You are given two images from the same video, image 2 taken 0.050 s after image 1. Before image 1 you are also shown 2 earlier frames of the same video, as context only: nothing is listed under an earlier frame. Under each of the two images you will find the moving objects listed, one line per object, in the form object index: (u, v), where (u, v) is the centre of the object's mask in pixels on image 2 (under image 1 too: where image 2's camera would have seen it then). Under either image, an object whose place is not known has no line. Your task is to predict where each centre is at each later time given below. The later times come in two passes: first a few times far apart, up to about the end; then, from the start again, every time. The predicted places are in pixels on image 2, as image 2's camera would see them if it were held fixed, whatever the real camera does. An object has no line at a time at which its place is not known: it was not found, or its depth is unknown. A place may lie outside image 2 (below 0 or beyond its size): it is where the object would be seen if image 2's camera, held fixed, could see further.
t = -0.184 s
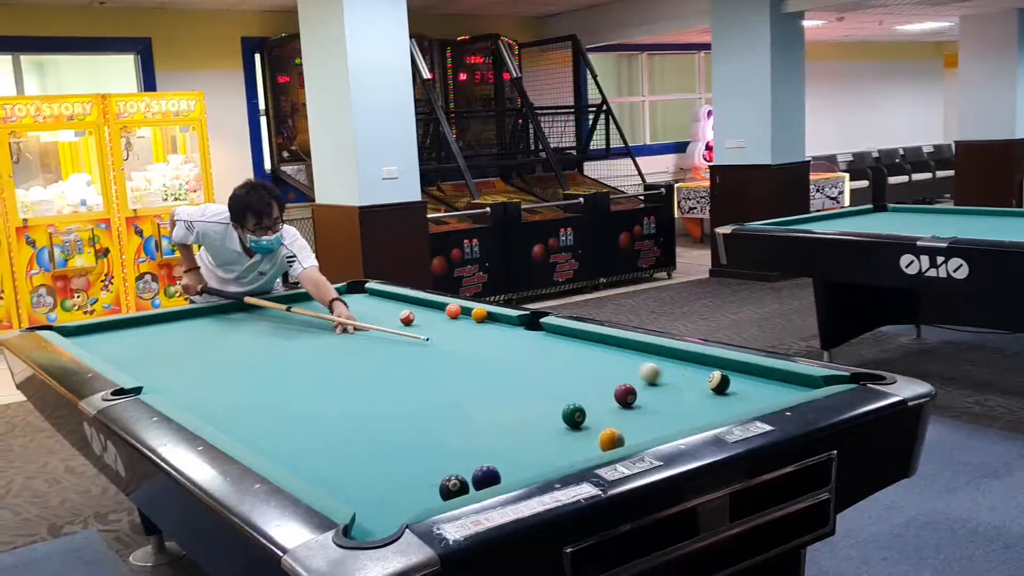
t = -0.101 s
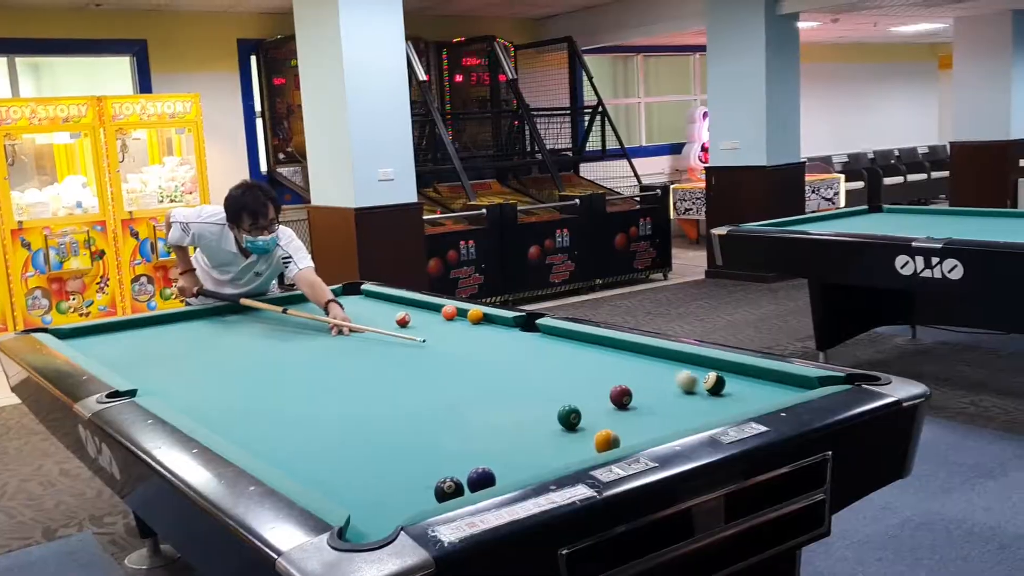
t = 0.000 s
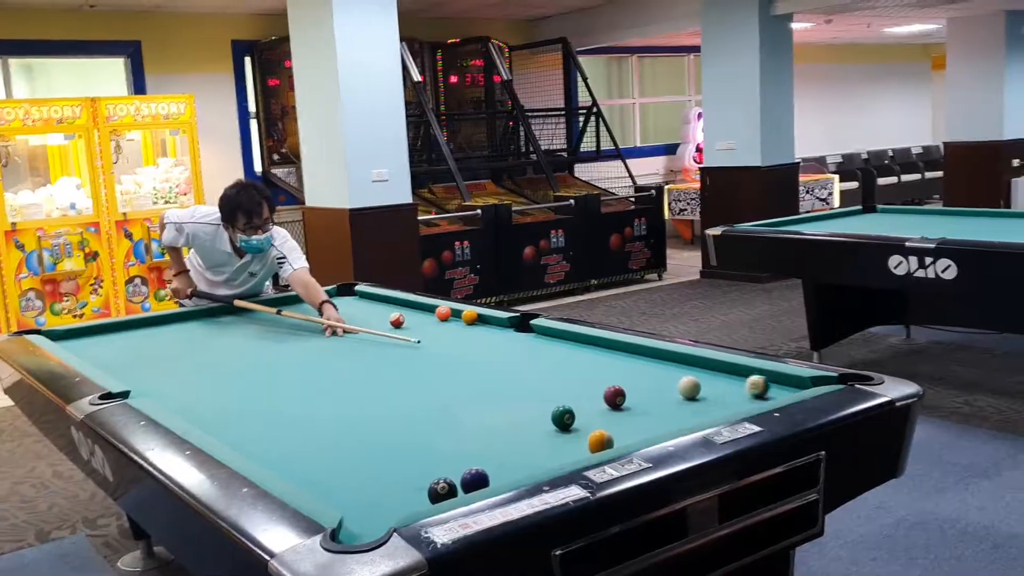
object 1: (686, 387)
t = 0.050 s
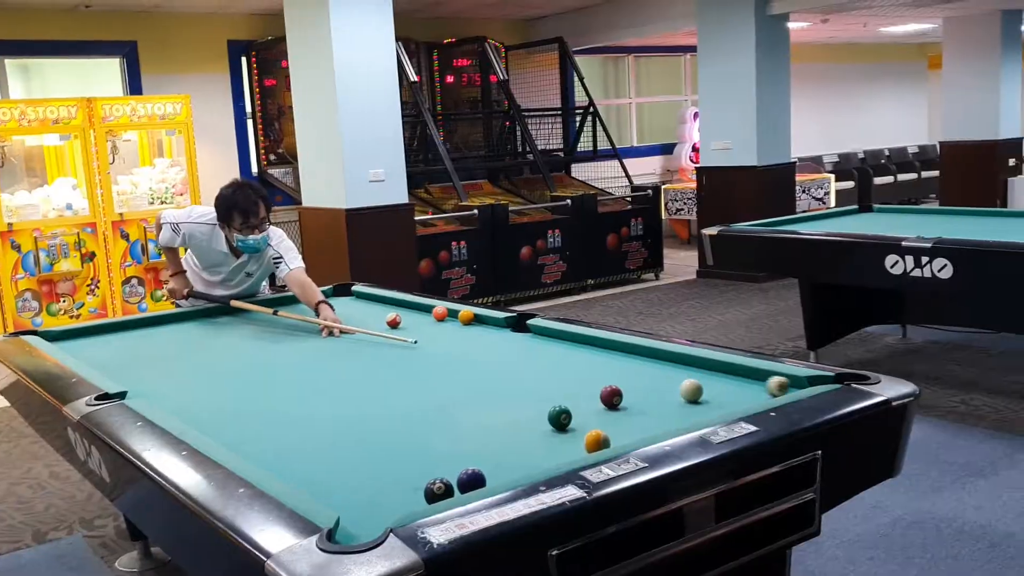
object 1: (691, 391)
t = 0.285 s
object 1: (720, 404)
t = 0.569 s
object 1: (706, 408)
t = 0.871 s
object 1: (670, 406)
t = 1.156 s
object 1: (638, 404)
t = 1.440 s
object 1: (613, 403)
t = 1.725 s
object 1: (596, 404)
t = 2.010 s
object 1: (581, 405)
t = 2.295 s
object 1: (572, 404)
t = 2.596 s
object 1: (562, 402)
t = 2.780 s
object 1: (557, 402)
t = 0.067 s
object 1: (693, 392)
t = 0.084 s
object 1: (696, 393)
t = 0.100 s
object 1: (698, 394)
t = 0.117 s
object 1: (700, 395)
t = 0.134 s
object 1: (702, 396)
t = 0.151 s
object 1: (704, 397)
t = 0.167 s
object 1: (706, 398)
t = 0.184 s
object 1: (708, 399)
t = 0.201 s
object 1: (710, 400)
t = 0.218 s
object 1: (712, 401)
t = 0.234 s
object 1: (714, 402)
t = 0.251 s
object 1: (716, 403)
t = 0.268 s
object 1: (718, 403)
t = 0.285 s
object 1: (720, 404)
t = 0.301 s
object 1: (722, 404)
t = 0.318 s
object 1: (724, 405)
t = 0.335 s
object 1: (726, 405)
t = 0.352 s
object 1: (728, 405)
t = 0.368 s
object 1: (730, 406)
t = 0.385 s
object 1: (730, 406)
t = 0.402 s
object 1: (727, 406)
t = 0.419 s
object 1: (725, 406)
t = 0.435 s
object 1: (723, 406)
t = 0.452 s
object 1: (721, 406)
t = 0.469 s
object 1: (718, 407)
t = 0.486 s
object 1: (716, 407)
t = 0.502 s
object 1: (715, 407)
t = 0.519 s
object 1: (712, 407)
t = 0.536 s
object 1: (710, 407)
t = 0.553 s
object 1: (707, 408)
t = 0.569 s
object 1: (706, 408)
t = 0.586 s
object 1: (704, 408)
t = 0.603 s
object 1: (701, 408)
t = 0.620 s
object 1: (700, 408)
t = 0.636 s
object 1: (697, 408)
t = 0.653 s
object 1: (695, 408)
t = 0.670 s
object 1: (693, 408)
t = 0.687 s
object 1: (691, 408)
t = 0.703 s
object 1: (689, 408)
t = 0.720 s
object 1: (687, 408)
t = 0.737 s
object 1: (685, 408)
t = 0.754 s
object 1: (683, 407)
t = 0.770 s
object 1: (681, 407)
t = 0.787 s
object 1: (679, 407)
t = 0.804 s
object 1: (677, 407)
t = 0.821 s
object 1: (675, 407)
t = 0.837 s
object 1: (674, 406)
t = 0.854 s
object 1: (672, 406)
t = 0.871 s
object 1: (670, 406)
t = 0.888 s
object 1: (668, 406)
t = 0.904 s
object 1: (666, 406)
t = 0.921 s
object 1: (664, 406)
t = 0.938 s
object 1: (662, 406)
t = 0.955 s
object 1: (660, 405)
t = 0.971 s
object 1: (658, 405)
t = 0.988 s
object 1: (656, 405)
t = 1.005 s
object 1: (655, 405)
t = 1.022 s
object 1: (653, 405)
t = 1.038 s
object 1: (651, 405)
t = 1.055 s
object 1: (649, 405)
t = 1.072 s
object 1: (647, 404)
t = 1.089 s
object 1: (645, 404)
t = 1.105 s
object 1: (644, 404)
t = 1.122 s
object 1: (642, 404)
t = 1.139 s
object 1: (640, 404)
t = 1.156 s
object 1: (638, 404)
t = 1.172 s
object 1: (637, 404)
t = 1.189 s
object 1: (635, 403)
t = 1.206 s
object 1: (633, 403)
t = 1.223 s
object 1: (631, 403)
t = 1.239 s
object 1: (630, 403)
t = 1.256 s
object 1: (628, 403)
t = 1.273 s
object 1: (627, 403)
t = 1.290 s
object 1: (625, 403)
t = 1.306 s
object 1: (623, 402)
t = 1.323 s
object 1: (622, 402)
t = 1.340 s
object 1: (620, 402)
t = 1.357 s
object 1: (619, 402)
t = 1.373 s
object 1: (618, 403)
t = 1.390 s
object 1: (617, 402)
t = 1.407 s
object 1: (615, 402)
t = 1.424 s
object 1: (614, 403)
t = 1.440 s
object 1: (613, 403)
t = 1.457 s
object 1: (612, 403)
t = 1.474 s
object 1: (611, 403)
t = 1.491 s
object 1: (610, 403)
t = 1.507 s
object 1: (609, 403)
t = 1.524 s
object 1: (608, 403)
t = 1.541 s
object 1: (607, 403)
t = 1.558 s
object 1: (606, 403)
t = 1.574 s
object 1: (605, 403)
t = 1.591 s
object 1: (604, 403)
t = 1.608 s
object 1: (603, 403)
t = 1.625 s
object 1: (602, 403)
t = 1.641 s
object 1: (601, 403)
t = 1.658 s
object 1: (600, 403)
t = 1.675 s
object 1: (599, 404)
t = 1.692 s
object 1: (598, 404)
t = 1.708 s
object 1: (597, 404)
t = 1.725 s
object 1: (596, 404)
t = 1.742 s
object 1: (595, 404)
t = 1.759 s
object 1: (594, 404)
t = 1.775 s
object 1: (593, 404)
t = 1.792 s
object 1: (592, 404)
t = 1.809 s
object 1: (591, 404)
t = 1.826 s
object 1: (590, 404)
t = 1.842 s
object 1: (589, 405)
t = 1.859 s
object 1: (588, 405)
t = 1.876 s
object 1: (588, 405)
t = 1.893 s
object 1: (587, 405)
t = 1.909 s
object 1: (586, 405)
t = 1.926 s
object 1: (585, 405)
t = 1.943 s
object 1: (584, 405)
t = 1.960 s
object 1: (584, 405)
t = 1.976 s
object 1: (583, 405)
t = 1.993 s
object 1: (582, 405)
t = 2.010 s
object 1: (581, 405)
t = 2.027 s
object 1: (581, 405)
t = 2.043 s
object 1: (580, 405)
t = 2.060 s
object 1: (579, 405)
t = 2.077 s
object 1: (579, 405)
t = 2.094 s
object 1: (578, 405)
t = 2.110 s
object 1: (577, 405)
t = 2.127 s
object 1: (577, 405)
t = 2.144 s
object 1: (577, 405)
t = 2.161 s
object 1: (576, 405)
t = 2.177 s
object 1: (575, 405)
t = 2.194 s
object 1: (575, 405)
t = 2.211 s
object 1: (575, 405)
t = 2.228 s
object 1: (574, 405)
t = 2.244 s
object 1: (573, 405)
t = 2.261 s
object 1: (573, 405)
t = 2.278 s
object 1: (572, 404)
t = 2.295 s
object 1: (572, 404)
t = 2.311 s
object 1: (572, 404)
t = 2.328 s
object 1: (571, 404)
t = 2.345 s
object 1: (570, 404)
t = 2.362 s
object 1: (570, 404)
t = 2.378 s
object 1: (570, 404)
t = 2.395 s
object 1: (569, 404)
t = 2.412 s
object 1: (569, 404)
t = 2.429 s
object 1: (568, 403)
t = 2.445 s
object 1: (568, 403)
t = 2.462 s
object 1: (567, 403)
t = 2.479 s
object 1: (566, 403)
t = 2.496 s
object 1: (566, 403)
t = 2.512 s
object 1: (566, 403)
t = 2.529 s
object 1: (565, 403)
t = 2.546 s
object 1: (564, 402)
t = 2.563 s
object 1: (564, 402)
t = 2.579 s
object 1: (564, 402)
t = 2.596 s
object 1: (562, 402)
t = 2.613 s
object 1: (562, 402)
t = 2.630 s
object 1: (561, 402)
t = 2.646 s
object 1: (561, 402)
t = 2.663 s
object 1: (561, 402)
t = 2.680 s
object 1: (560, 402)
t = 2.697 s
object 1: (561, 402)
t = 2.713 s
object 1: (558, 402)
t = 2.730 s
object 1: (559, 402)
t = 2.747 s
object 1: (558, 402)
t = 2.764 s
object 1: (558, 402)
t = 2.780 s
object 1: (557, 402)
